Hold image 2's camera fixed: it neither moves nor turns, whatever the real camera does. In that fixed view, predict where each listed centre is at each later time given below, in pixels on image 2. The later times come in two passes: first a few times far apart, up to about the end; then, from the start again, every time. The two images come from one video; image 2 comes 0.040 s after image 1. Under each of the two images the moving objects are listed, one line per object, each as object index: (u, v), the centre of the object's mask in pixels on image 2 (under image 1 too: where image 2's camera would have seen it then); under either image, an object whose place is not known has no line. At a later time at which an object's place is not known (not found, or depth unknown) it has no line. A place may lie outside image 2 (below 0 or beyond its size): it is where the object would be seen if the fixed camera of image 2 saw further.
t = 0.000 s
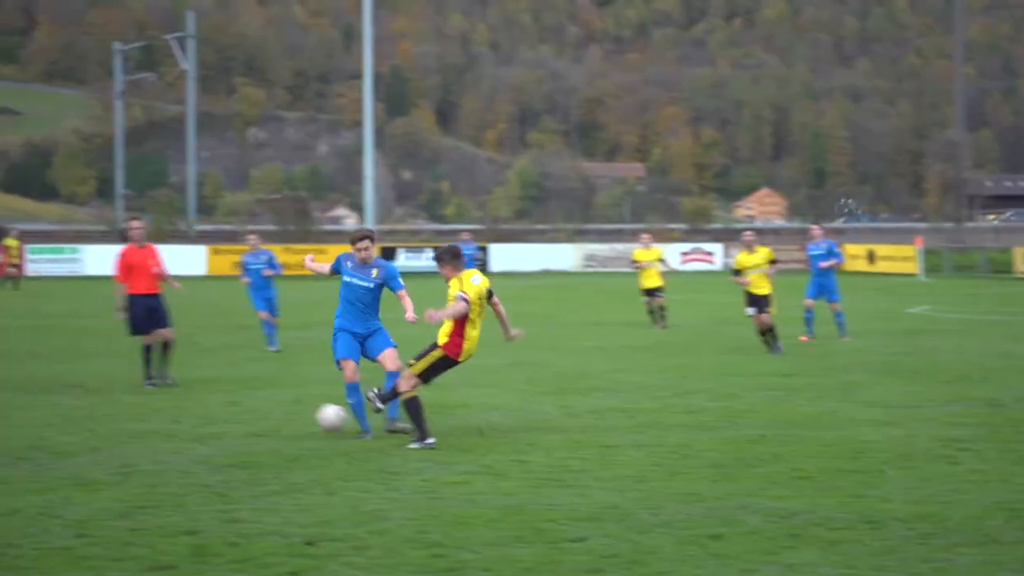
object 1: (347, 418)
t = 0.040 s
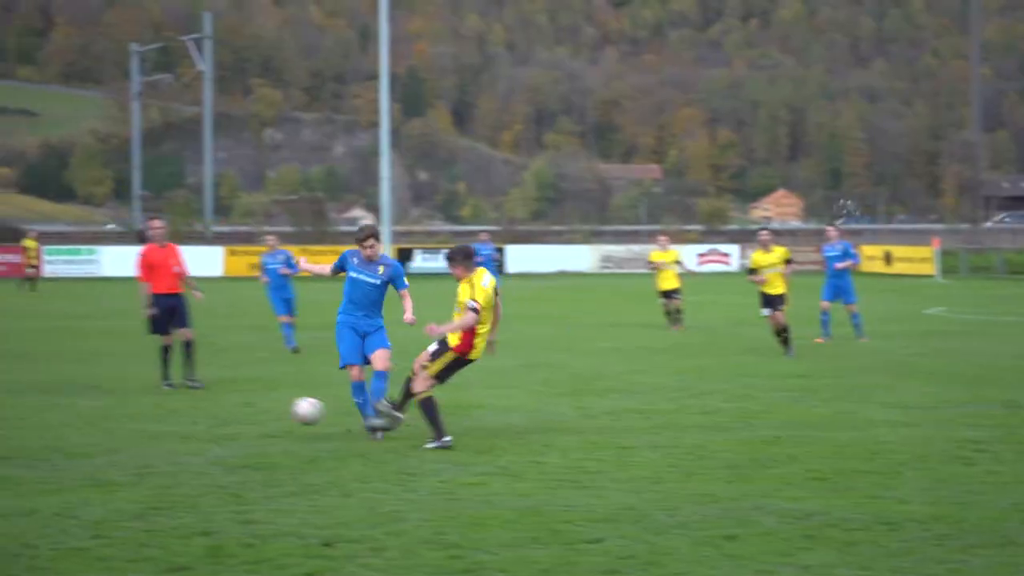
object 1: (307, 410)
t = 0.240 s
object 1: (111, 406)
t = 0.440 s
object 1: (-46, 406)
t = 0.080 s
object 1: (266, 405)
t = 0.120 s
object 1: (227, 402)
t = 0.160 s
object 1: (188, 400)
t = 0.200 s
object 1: (149, 402)
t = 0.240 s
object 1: (111, 406)
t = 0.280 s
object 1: (74, 411)
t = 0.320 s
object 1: (38, 419)
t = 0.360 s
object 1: (6, 418)
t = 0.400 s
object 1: (-21, 411)
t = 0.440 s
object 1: (-46, 406)
